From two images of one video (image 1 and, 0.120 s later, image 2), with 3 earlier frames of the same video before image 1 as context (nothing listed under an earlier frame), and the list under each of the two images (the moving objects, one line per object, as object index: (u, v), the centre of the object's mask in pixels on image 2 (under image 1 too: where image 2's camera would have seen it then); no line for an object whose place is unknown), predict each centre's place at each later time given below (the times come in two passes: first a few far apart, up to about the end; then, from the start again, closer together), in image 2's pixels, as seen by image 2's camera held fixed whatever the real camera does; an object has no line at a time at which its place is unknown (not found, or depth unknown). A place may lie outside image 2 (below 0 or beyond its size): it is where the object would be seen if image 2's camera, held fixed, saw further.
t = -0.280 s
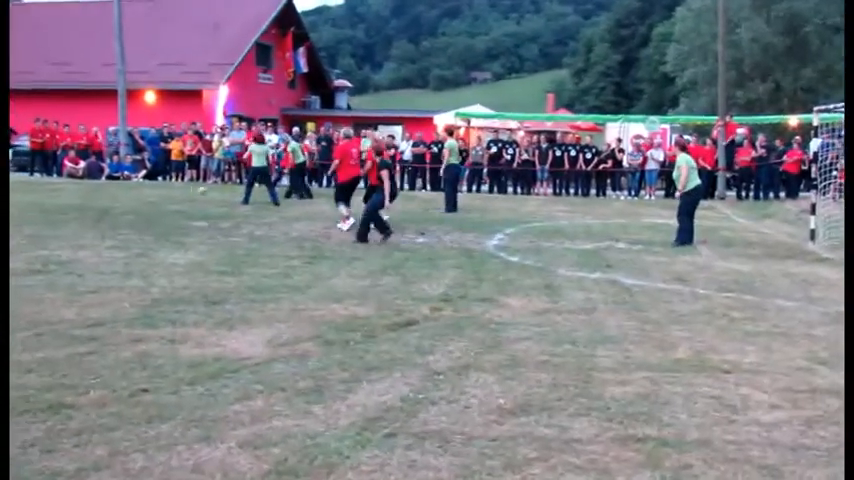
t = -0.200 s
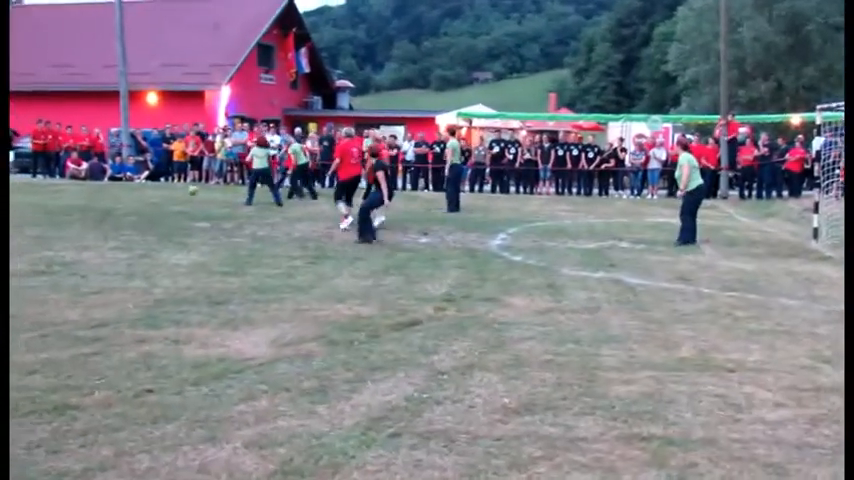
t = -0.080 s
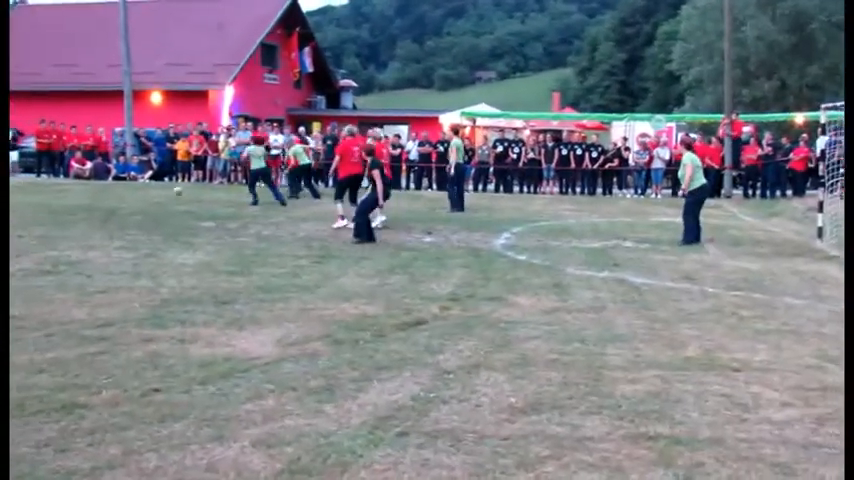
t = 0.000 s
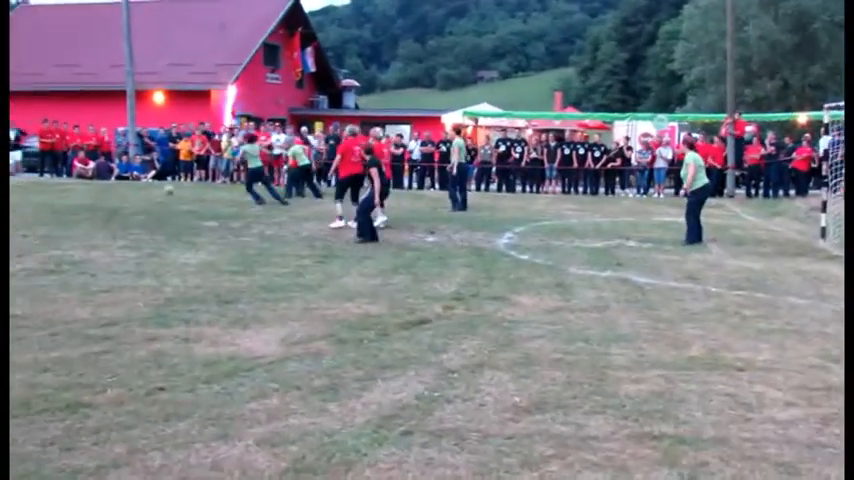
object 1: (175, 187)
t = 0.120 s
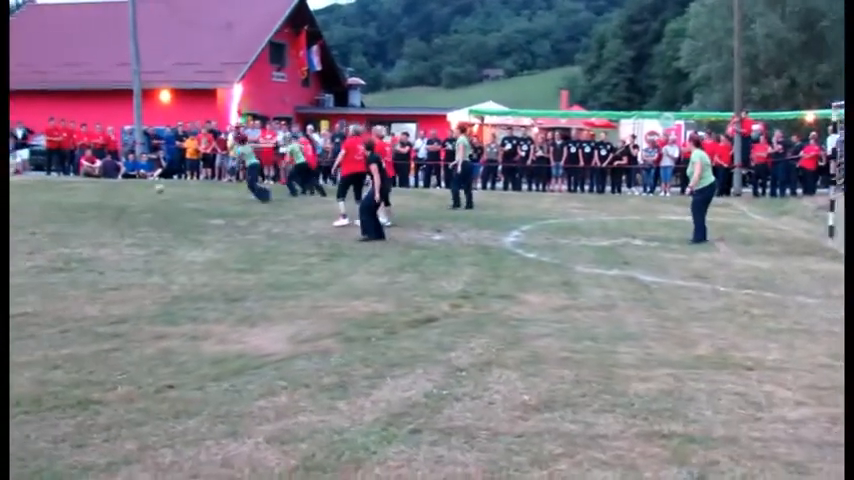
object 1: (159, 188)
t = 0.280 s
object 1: (137, 190)
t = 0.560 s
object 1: (103, 190)
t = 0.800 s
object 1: (79, 191)
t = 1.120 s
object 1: (44, 193)
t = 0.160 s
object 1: (152, 188)
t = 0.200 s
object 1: (148, 188)
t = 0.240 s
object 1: (143, 189)
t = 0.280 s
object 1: (137, 190)
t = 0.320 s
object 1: (133, 190)
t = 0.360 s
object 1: (127, 190)
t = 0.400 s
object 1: (122, 190)
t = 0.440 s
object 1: (117, 190)
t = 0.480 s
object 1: (111, 190)
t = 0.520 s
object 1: (108, 189)
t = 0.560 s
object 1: (103, 190)
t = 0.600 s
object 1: (98, 191)
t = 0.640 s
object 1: (93, 190)
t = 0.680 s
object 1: (91, 190)
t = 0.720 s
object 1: (87, 190)
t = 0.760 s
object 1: (82, 190)
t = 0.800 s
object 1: (79, 191)
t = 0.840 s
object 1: (73, 191)
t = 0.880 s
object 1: (68, 191)
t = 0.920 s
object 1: (67, 191)
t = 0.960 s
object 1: (61, 192)
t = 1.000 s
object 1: (59, 192)
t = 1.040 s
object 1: (54, 192)
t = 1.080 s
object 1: (48, 193)
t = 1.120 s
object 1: (44, 193)
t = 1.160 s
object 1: (39, 193)
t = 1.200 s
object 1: (34, 194)
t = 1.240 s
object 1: (30, 194)
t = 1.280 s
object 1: (27, 194)
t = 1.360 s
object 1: (-3, 193)
